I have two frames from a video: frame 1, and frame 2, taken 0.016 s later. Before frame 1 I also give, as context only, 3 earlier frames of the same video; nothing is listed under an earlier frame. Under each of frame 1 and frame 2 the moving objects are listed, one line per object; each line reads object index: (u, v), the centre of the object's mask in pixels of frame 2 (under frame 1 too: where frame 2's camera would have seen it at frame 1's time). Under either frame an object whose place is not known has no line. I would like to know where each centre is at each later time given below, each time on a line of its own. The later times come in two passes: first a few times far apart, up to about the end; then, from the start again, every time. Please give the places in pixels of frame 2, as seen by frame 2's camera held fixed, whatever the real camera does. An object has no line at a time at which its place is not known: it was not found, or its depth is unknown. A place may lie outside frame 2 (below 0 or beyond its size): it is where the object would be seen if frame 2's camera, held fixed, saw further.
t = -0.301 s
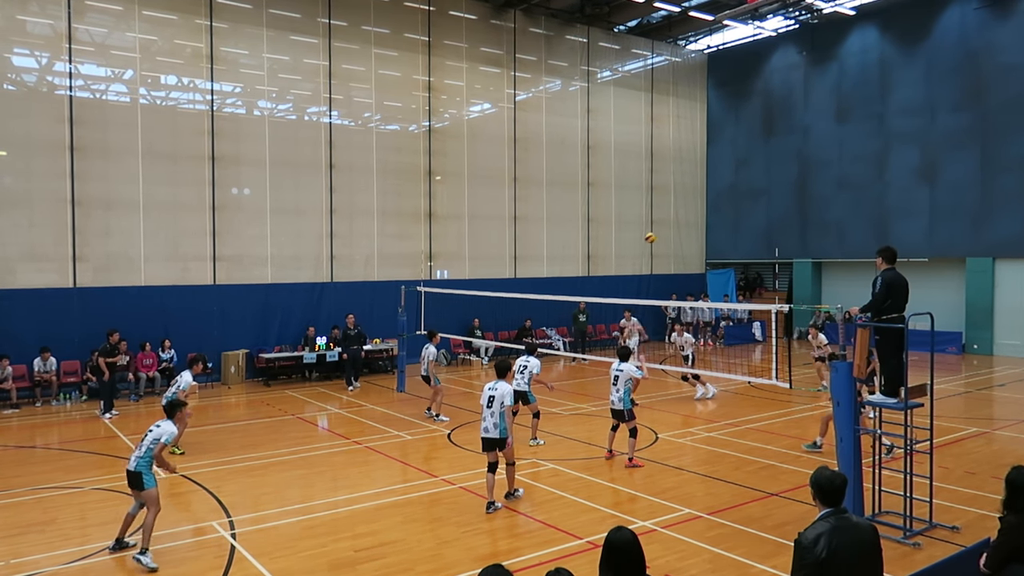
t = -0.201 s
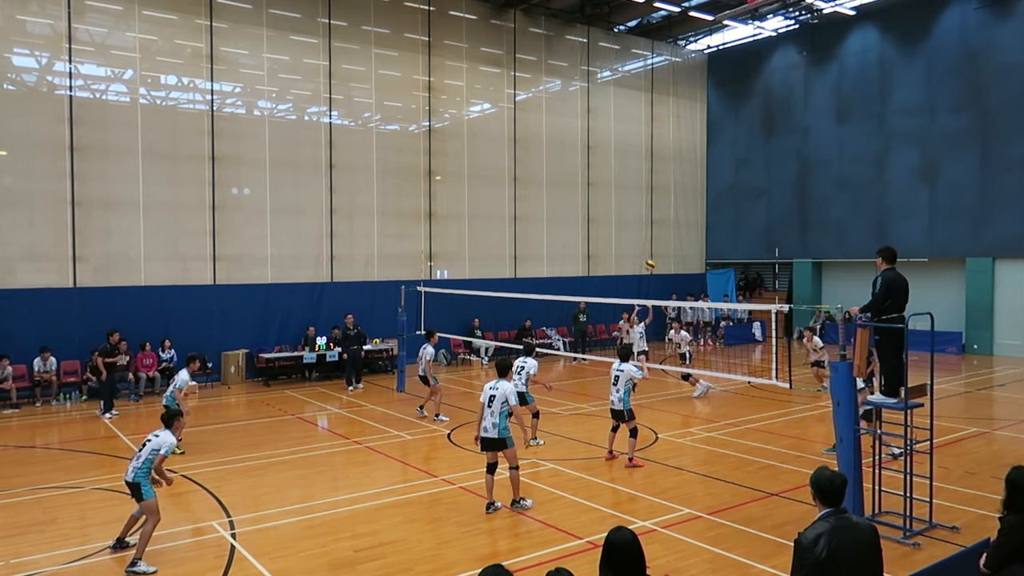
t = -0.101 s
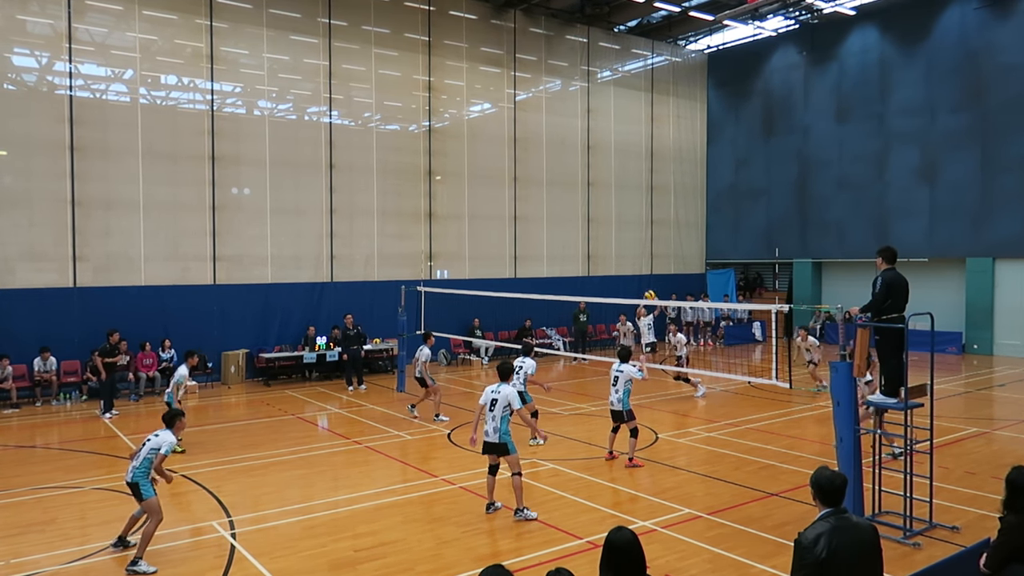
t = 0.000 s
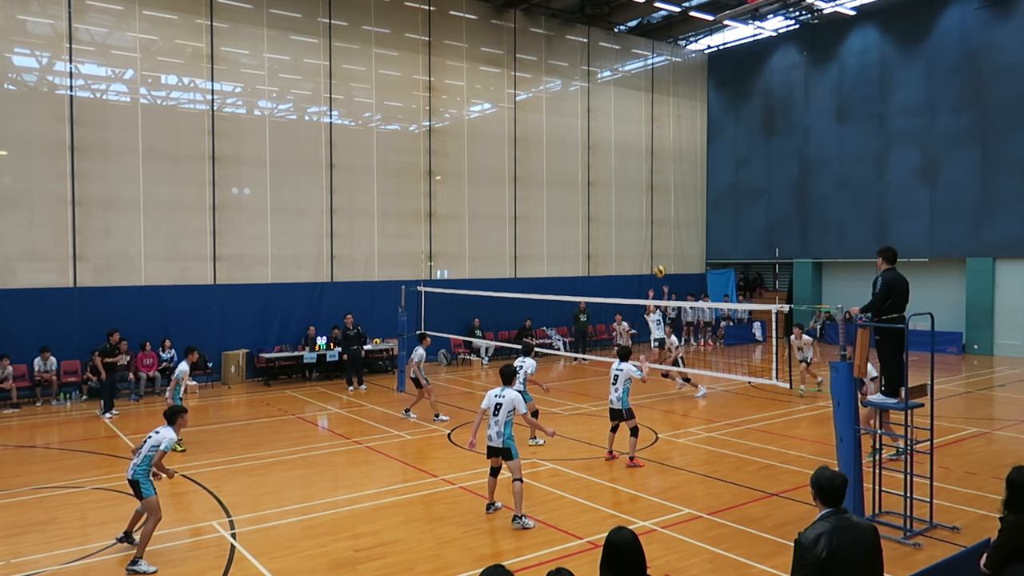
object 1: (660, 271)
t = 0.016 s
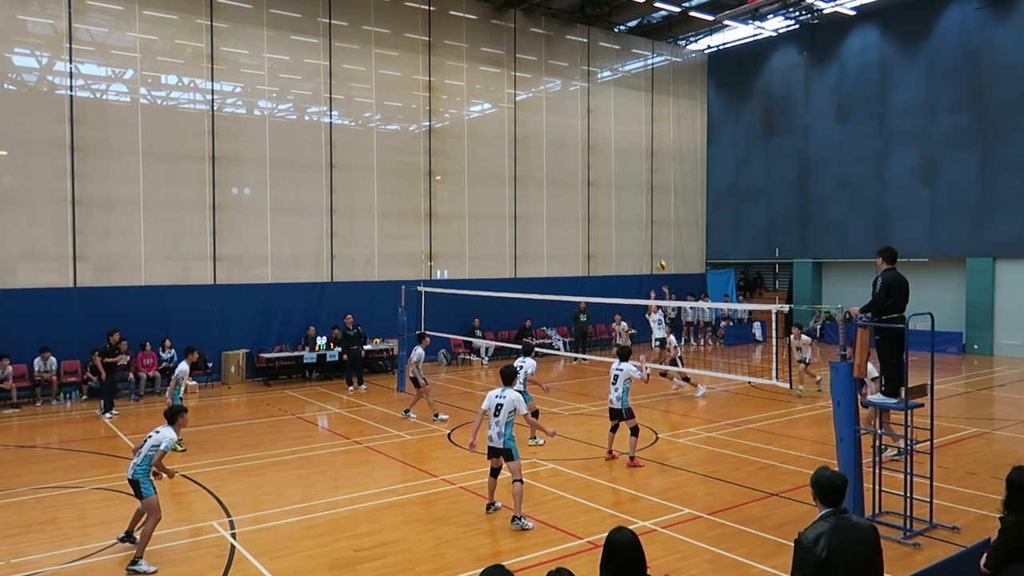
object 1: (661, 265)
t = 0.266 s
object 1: (693, 203)
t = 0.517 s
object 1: (727, 169)
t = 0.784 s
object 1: (767, 171)
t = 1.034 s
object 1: (807, 214)
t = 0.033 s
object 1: (664, 261)
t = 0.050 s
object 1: (666, 256)
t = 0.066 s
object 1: (668, 251)
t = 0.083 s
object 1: (670, 247)
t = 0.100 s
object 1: (672, 242)
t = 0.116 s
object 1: (674, 238)
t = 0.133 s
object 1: (677, 234)
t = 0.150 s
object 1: (678, 230)
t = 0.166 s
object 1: (680, 226)
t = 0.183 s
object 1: (682, 222)
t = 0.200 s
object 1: (685, 218)
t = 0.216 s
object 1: (687, 214)
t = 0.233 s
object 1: (689, 211)
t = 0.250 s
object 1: (691, 207)
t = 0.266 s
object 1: (693, 203)
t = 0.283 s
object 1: (695, 200)
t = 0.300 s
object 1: (697, 197)
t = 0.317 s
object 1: (699, 194)
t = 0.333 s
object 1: (702, 191)
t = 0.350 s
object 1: (704, 189)
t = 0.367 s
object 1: (706, 186)
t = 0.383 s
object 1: (708, 184)
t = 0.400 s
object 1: (710, 181)
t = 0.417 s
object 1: (712, 179)
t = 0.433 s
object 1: (715, 177)
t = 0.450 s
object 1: (717, 175)
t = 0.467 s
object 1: (720, 173)
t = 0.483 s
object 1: (722, 172)
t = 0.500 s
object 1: (724, 170)
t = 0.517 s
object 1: (727, 169)
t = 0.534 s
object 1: (729, 168)
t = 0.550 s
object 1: (731, 167)
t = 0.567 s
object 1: (734, 166)
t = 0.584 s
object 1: (736, 166)
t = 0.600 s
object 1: (739, 165)
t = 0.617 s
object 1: (741, 165)
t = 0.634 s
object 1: (744, 165)
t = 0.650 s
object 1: (746, 165)
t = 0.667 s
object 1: (749, 165)
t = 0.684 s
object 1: (751, 165)
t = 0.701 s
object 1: (754, 166)
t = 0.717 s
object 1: (756, 166)
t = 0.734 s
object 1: (759, 167)
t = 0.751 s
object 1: (761, 168)
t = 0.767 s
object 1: (764, 169)
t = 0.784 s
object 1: (767, 171)
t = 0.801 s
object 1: (769, 172)
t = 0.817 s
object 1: (772, 174)
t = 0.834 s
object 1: (774, 176)
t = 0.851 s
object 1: (777, 179)
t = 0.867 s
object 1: (780, 180)
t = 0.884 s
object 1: (782, 183)
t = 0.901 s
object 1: (785, 186)
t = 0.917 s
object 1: (788, 189)
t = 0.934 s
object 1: (791, 192)
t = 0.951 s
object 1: (793, 195)
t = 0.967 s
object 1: (797, 199)
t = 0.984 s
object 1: (799, 203)
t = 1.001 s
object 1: (802, 206)
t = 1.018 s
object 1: (804, 210)
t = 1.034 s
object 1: (807, 214)
